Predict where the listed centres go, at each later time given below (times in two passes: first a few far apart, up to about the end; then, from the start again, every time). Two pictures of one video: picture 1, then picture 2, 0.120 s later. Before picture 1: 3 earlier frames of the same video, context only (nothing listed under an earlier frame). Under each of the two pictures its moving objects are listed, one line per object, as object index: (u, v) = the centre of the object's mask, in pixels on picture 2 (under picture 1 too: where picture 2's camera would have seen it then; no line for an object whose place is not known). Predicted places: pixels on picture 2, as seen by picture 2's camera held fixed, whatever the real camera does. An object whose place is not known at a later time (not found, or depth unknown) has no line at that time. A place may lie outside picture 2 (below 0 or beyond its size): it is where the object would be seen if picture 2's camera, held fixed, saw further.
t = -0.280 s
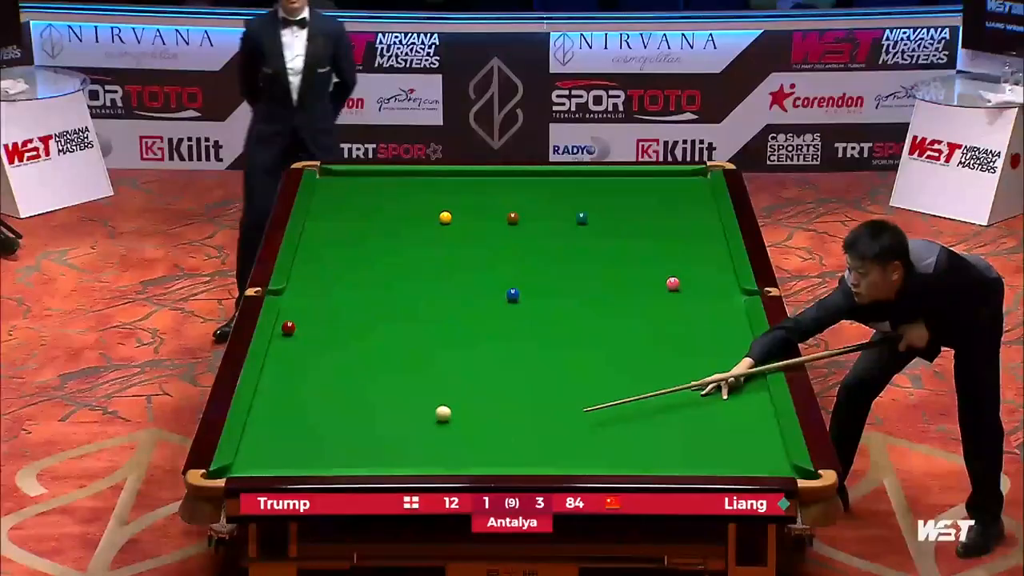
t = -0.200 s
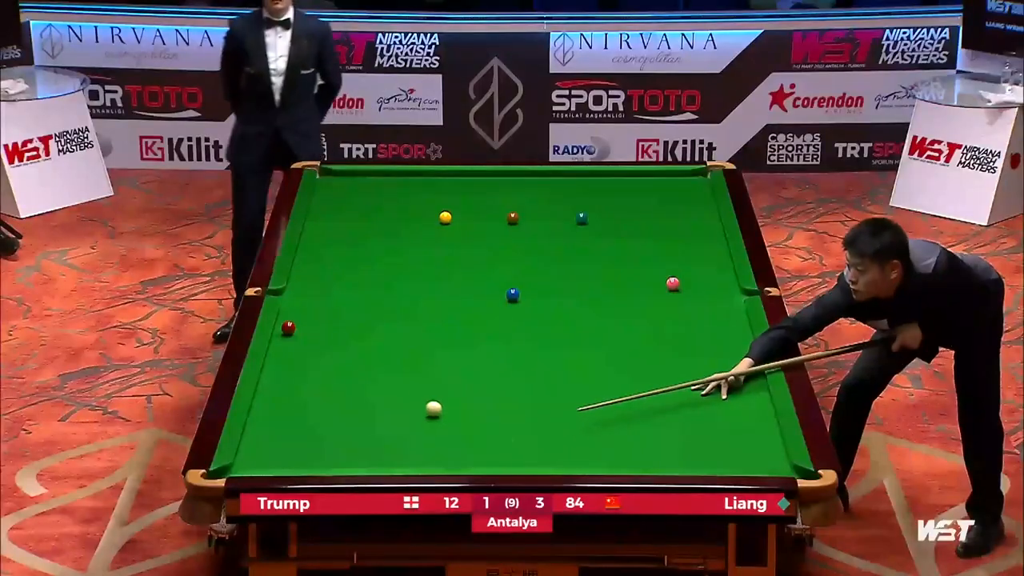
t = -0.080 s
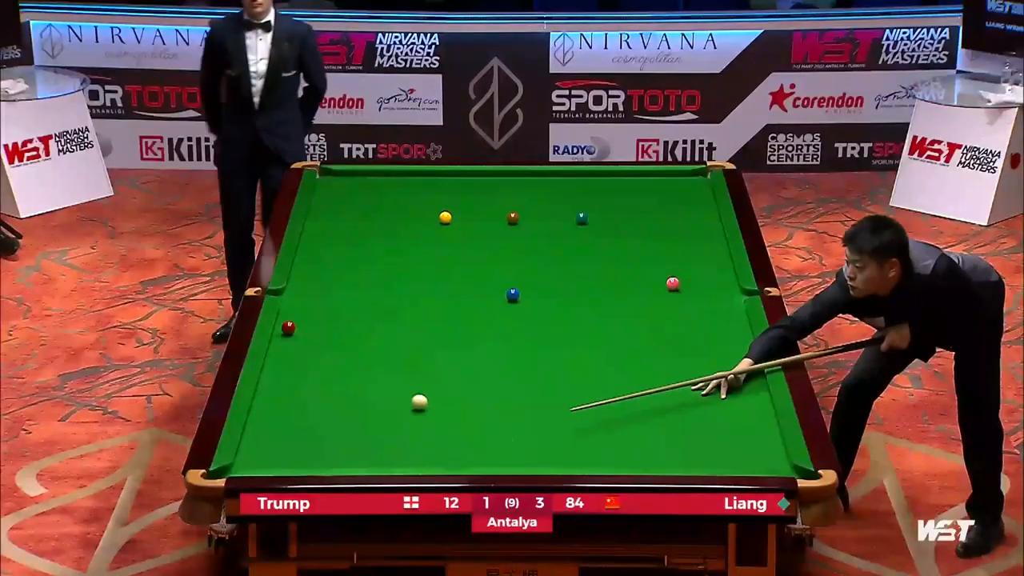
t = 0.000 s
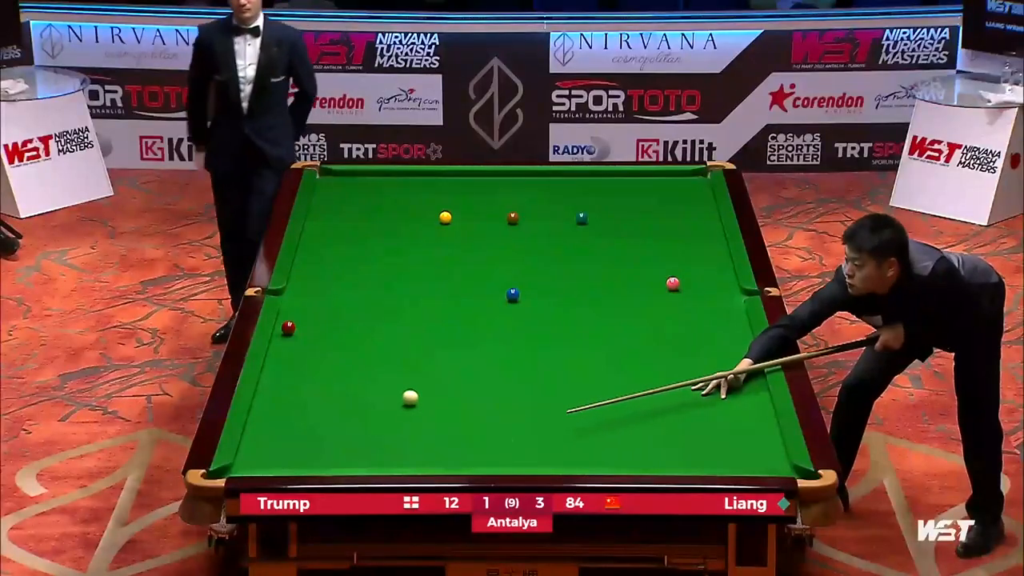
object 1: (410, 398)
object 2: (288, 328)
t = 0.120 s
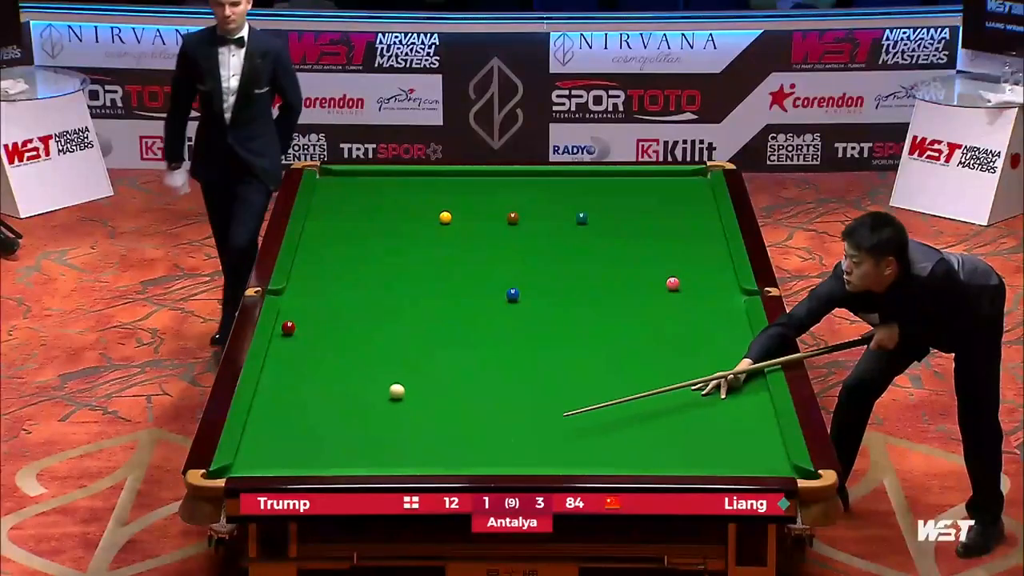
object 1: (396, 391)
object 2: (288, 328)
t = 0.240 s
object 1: (383, 385)
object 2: (288, 328)
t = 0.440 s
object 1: (362, 375)
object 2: (288, 328)
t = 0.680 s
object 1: (339, 364)
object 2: (288, 328)
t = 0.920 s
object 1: (316, 353)
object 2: (288, 328)
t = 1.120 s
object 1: (298, 345)
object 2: (288, 328)
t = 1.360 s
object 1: (278, 335)
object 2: (289, 327)
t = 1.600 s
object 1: (289, 332)
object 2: (291, 322)
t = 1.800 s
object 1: (295, 331)
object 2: (293, 319)
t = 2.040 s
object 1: (301, 331)
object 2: (297, 316)
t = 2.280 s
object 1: (306, 330)
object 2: (300, 314)
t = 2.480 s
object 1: (309, 329)
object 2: (301, 311)
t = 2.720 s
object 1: (312, 329)
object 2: (303, 308)
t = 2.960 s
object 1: (313, 329)
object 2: (305, 306)
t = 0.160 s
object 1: (392, 390)
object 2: (288, 328)
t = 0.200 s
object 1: (388, 387)
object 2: (288, 328)
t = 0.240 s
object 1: (383, 385)
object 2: (288, 328)
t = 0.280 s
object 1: (379, 383)
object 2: (288, 328)
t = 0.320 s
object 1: (375, 381)
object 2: (288, 328)
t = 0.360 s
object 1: (371, 379)
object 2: (288, 328)
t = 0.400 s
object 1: (366, 377)
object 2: (288, 328)
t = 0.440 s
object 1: (362, 375)
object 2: (288, 328)
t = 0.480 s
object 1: (358, 373)
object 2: (288, 328)
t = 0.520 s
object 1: (354, 371)
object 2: (288, 328)
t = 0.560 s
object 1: (350, 369)
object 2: (288, 328)
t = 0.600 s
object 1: (346, 368)
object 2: (288, 328)
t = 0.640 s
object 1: (342, 366)
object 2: (288, 328)
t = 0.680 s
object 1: (339, 364)
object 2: (288, 328)
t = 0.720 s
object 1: (335, 362)
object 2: (288, 328)
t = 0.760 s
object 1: (331, 360)
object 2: (288, 328)
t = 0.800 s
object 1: (327, 359)
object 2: (288, 328)
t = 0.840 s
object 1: (323, 357)
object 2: (288, 328)
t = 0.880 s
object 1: (319, 355)
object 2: (288, 328)
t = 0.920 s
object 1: (316, 353)
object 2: (288, 328)
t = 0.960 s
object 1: (312, 352)
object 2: (288, 328)
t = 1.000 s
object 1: (309, 350)
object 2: (288, 328)
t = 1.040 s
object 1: (305, 348)
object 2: (288, 328)
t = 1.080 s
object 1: (302, 347)
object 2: (288, 328)
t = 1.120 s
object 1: (298, 345)
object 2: (288, 328)
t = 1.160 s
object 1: (295, 343)
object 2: (288, 328)
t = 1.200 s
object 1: (291, 342)
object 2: (288, 327)
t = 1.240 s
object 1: (288, 340)
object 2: (288, 327)
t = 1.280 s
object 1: (284, 339)
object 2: (289, 326)
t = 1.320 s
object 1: (281, 337)
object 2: (289, 326)
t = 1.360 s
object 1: (278, 335)
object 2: (289, 327)
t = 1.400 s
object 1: (281, 334)
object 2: (290, 326)
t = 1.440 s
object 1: (283, 333)
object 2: (290, 325)
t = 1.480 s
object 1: (285, 333)
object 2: (290, 324)
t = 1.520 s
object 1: (287, 332)
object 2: (291, 323)
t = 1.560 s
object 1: (288, 332)
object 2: (291, 323)
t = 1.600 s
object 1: (289, 332)
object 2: (291, 322)
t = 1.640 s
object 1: (291, 332)
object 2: (292, 321)
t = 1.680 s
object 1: (292, 332)
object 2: (292, 321)
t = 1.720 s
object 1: (293, 332)
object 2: (292, 320)
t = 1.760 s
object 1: (294, 331)
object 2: (293, 320)
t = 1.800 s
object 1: (295, 331)
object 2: (293, 319)
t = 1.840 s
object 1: (297, 331)
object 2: (294, 319)
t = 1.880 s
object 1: (298, 331)
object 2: (295, 318)
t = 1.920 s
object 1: (299, 331)
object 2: (296, 318)
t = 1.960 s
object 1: (299, 331)
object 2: (296, 317)
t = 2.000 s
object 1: (301, 330)
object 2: (296, 317)
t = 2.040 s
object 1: (301, 331)
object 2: (297, 316)
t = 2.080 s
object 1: (302, 330)
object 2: (297, 316)
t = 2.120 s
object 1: (303, 330)
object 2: (298, 316)
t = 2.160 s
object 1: (304, 330)
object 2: (298, 315)
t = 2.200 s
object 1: (305, 330)
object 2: (299, 315)
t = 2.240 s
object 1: (305, 330)
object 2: (299, 314)
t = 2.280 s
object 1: (306, 330)
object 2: (300, 314)
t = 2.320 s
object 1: (307, 330)
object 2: (300, 313)
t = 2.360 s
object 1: (308, 329)
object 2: (300, 312)
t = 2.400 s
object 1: (308, 329)
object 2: (301, 312)
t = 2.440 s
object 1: (309, 329)
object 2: (301, 311)
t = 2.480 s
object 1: (309, 329)
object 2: (301, 311)
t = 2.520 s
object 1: (310, 329)
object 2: (302, 310)
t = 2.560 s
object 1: (310, 329)
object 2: (302, 310)
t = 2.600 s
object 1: (311, 329)
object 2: (302, 310)
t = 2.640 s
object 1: (311, 329)
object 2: (303, 309)
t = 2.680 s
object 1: (311, 329)
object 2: (303, 309)
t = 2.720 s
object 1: (312, 329)
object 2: (303, 308)
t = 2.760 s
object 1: (312, 329)
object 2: (303, 308)
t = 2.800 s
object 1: (312, 329)
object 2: (304, 308)
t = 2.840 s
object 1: (313, 329)
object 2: (304, 307)
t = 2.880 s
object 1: (313, 329)
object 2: (304, 307)
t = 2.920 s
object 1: (313, 329)
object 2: (305, 307)
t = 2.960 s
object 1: (313, 329)
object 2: (305, 306)
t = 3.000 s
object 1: (313, 329)
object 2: (305, 306)
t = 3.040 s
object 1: (313, 329)
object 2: (305, 306)
